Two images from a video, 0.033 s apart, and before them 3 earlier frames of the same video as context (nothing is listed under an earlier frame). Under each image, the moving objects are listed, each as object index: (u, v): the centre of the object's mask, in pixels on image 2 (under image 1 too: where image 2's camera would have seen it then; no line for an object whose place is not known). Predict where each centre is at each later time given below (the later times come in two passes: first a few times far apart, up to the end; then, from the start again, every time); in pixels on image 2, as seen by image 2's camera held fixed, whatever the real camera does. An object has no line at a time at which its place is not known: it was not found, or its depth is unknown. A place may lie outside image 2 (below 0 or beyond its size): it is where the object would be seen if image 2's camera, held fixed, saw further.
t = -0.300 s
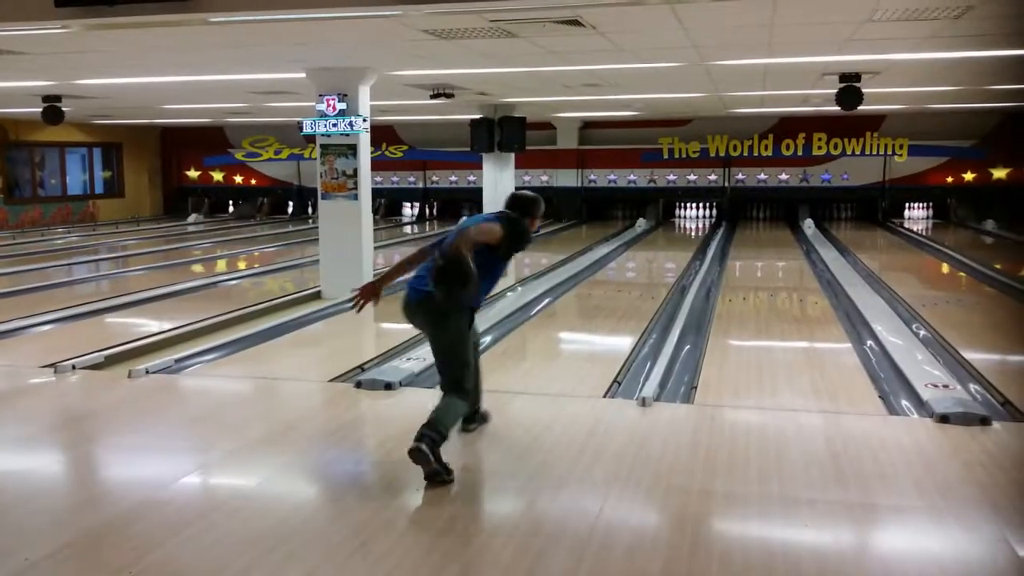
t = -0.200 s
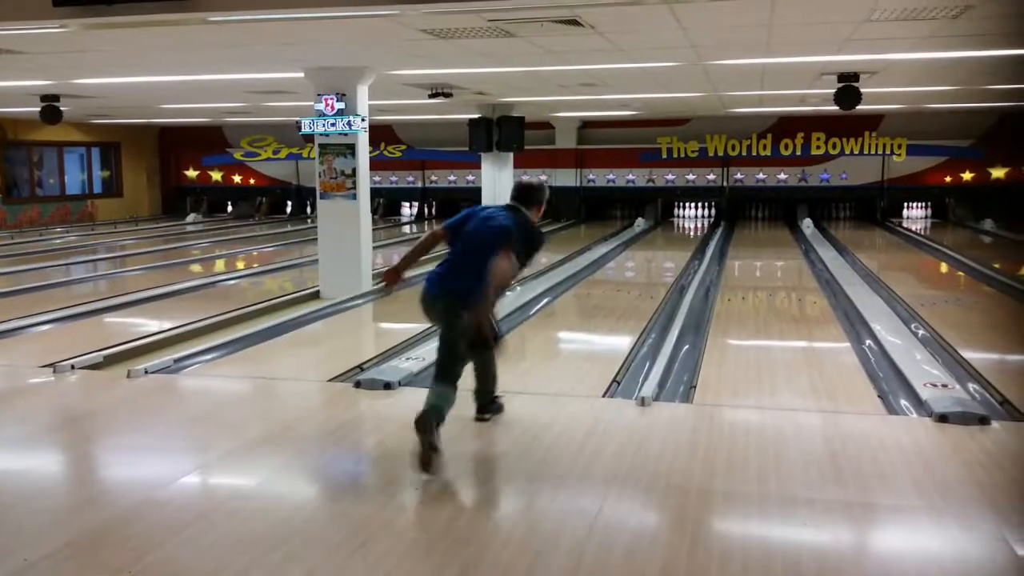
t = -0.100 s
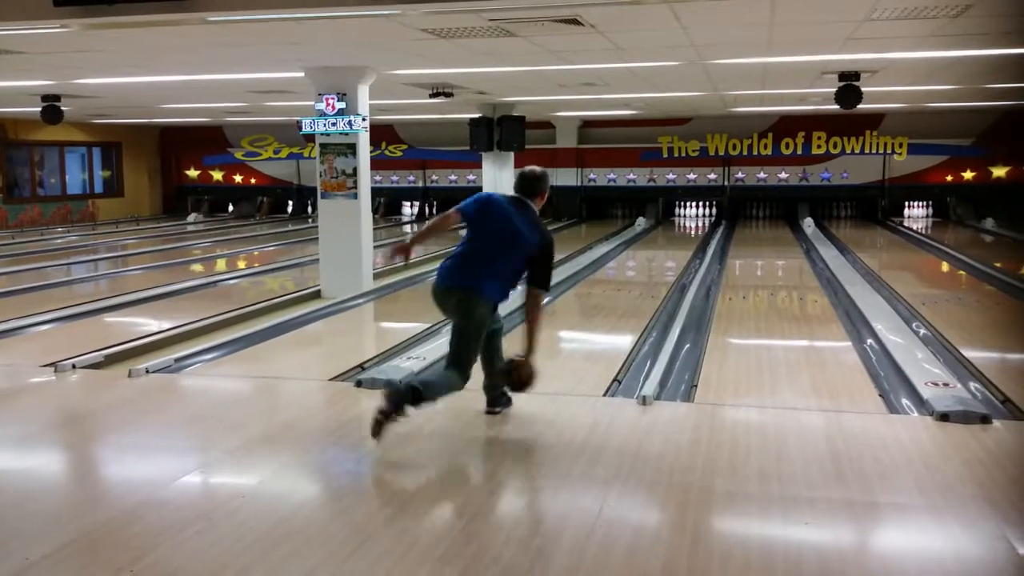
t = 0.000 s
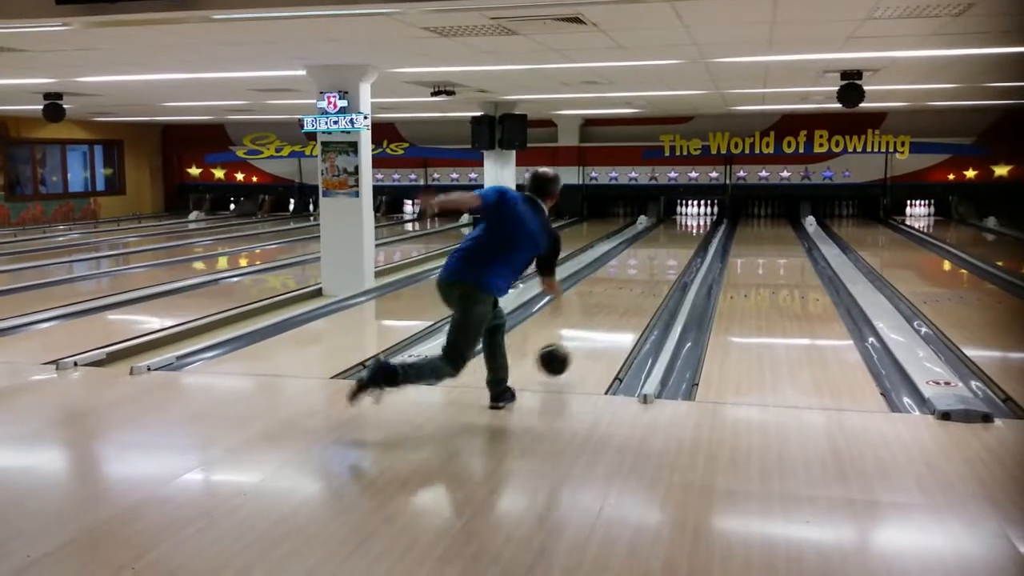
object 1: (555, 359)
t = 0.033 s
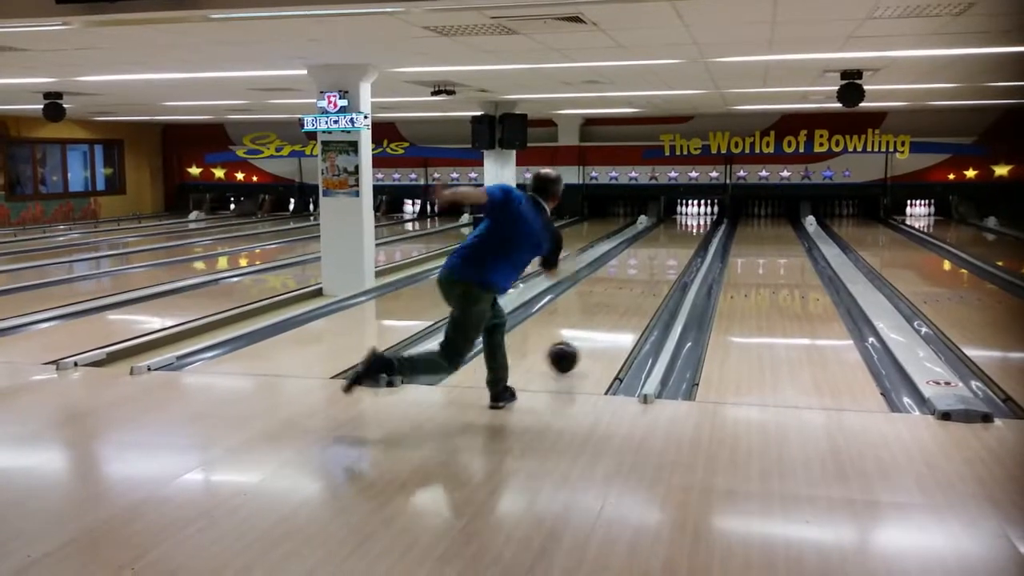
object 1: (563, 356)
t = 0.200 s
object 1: (602, 324)
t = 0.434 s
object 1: (633, 293)
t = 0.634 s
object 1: (652, 274)
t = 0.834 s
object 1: (666, 261)
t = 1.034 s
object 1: (677, 250)
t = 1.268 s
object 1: (686, 239)
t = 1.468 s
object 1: (692, 232)
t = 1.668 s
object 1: (696, 227)
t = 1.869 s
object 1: (699, 221)
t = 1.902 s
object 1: (700, 221)
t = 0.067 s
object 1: (572, 351)
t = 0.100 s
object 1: (580, 344)
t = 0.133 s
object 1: (587, 336)
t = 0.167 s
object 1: (594, 330)
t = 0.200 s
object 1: (602, 324)
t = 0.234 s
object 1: (606, 319)
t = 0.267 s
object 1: (611, 314)
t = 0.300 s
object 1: (616, 309)
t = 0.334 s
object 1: (620, 305)
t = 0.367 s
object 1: (625, 301)
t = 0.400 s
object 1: (629, 297)
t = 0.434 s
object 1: (633, 293)
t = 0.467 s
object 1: (636, 289)
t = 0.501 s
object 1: (640, 286)
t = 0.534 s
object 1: (643, 283)
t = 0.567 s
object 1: (646, 280)
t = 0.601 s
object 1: (649, 277)
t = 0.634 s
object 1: (652, 274)
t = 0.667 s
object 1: (655, 271)
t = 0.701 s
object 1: (657, 269)
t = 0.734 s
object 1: (660, 267)
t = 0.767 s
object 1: (662, 265)
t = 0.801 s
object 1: (664, 263)
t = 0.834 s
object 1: (666, 261)
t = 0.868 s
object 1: (668, 259)
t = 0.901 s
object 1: (670, 257)
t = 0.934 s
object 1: (672, 255)
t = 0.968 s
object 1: (674, 253)
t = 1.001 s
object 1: (675, 252)
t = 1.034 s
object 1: (677, 250)
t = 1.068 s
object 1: (679, 248)
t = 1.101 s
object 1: (680, 247)
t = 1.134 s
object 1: (681, 245)
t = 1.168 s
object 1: (683, 243)
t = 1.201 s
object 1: (684, 242)
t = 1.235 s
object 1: (685, 241)
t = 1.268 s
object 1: (686, 239)
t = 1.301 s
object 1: (688, 238)
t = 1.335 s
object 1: (689, 237)
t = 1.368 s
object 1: (690, 236)
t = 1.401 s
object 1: (690, 235)
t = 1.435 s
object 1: (691, 234)
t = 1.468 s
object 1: (692, 232)
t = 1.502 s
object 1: (693, 231)
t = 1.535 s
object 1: (694, 230)
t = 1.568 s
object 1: (694, 229)
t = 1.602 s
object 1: (695, 229)
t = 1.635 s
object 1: (696, 228)
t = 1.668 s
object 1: (696, 227)
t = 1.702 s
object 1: (697, 226)
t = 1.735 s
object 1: (698, 225)
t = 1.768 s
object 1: (698, 224)
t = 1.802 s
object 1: (698, 223)
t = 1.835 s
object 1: (699, 222)
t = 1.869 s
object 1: (699, 221)
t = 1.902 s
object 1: (700, 221)
